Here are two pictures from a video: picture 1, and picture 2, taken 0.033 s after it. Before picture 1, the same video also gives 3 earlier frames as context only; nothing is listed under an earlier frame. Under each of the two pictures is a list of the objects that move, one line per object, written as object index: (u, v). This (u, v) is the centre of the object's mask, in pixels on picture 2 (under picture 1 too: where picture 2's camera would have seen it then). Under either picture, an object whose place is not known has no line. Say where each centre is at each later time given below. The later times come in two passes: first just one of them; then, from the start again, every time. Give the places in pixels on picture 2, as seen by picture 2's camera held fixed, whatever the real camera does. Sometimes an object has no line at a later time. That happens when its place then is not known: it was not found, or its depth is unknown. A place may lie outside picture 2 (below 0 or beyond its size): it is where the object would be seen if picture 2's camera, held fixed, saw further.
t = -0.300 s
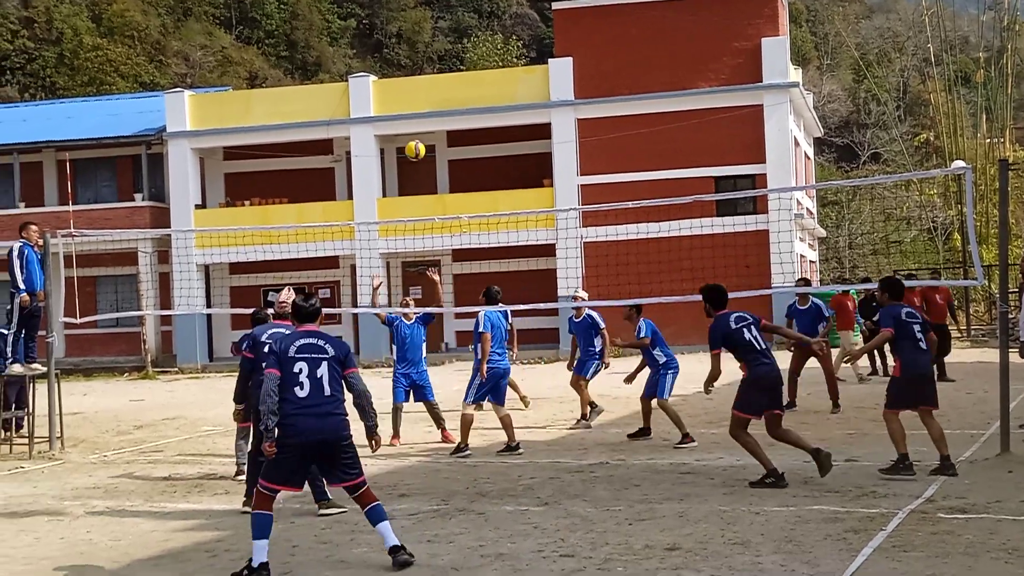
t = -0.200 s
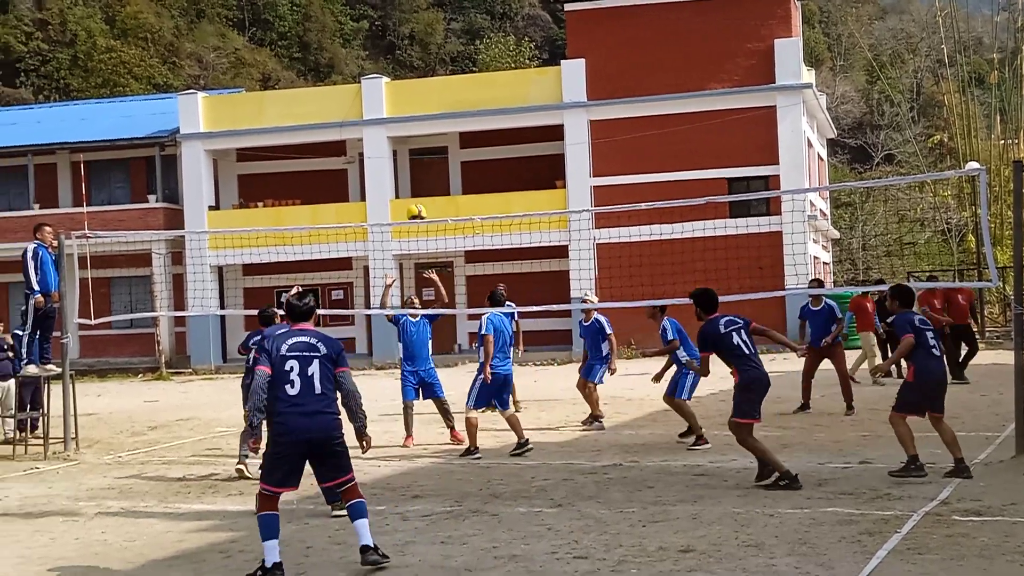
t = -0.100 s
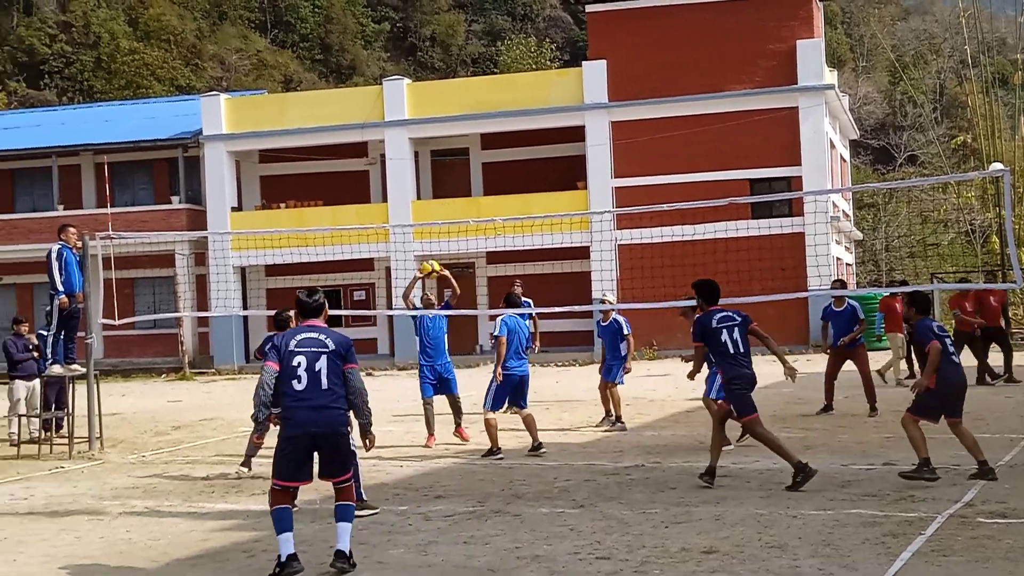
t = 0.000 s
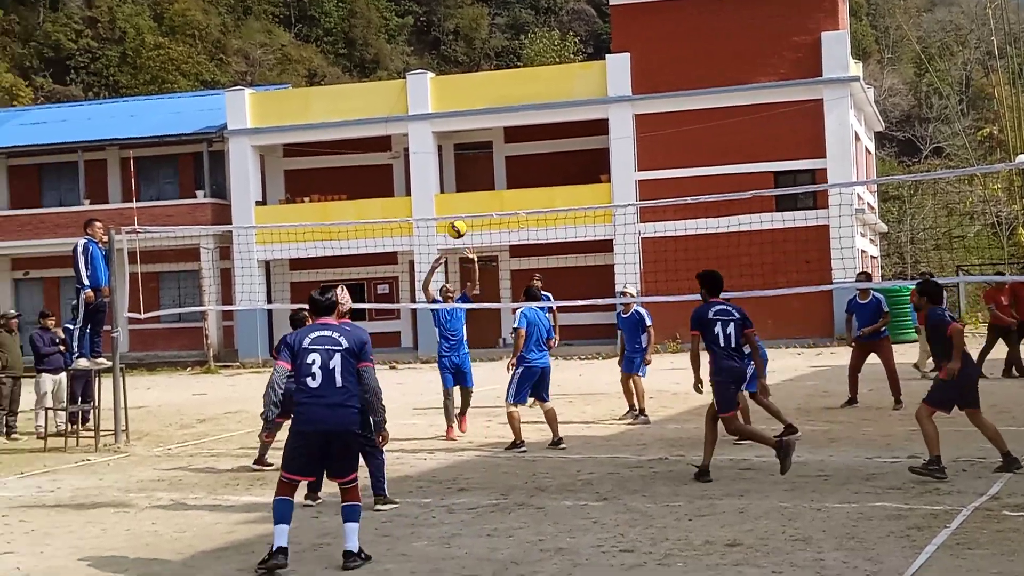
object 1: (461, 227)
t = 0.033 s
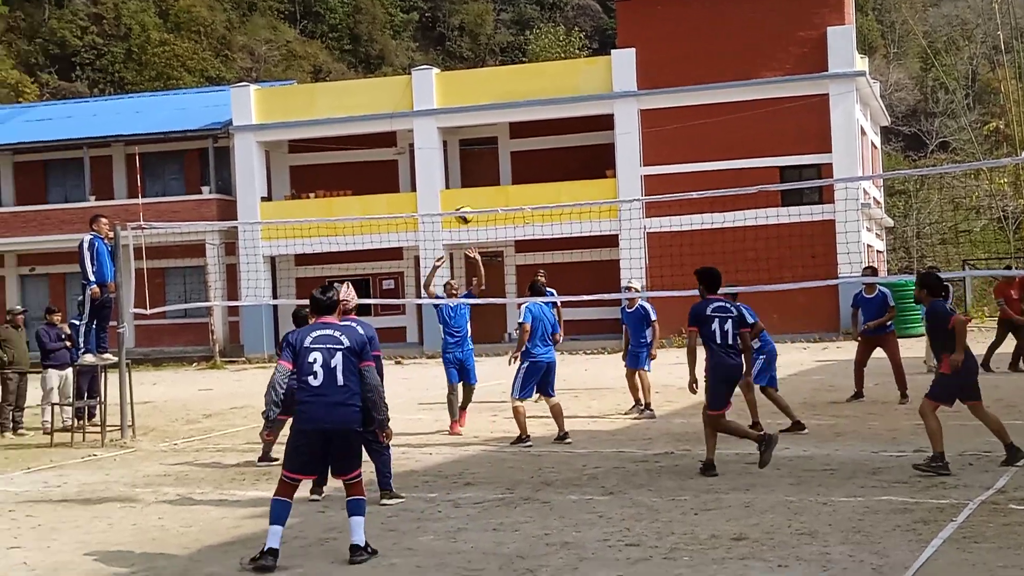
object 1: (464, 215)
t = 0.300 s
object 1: (476, 166)
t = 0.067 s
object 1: (465, 203)
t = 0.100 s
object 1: (467, 196)
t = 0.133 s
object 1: (468, 187)
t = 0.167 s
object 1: (470, 182)
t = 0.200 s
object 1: (471, 177)
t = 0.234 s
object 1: (473, 172)
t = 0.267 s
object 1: (475, 168)
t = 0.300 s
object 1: (476, 166)
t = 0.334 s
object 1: (478, 165)
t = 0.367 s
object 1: (480, 165)
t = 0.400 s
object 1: (482, 166)
